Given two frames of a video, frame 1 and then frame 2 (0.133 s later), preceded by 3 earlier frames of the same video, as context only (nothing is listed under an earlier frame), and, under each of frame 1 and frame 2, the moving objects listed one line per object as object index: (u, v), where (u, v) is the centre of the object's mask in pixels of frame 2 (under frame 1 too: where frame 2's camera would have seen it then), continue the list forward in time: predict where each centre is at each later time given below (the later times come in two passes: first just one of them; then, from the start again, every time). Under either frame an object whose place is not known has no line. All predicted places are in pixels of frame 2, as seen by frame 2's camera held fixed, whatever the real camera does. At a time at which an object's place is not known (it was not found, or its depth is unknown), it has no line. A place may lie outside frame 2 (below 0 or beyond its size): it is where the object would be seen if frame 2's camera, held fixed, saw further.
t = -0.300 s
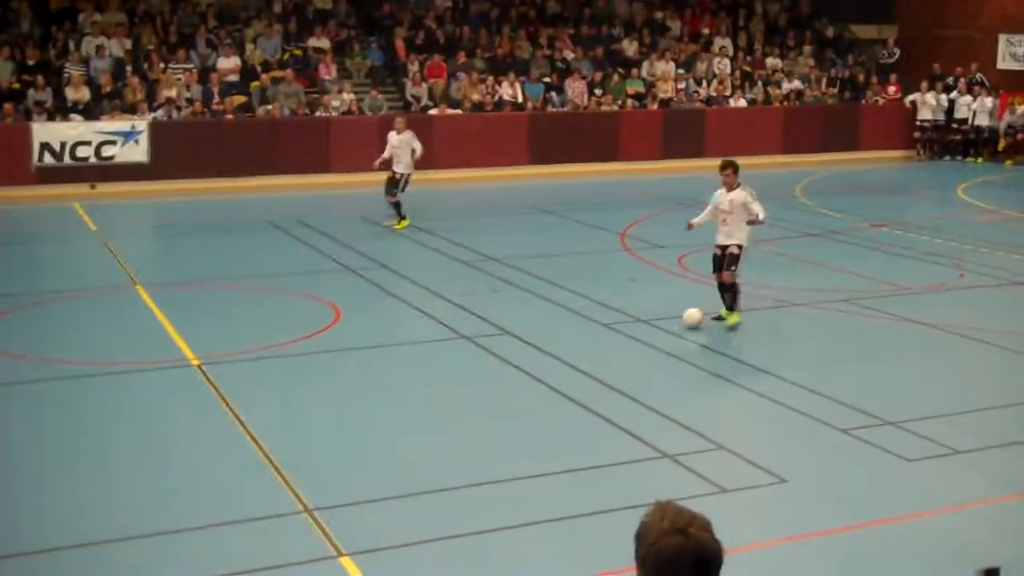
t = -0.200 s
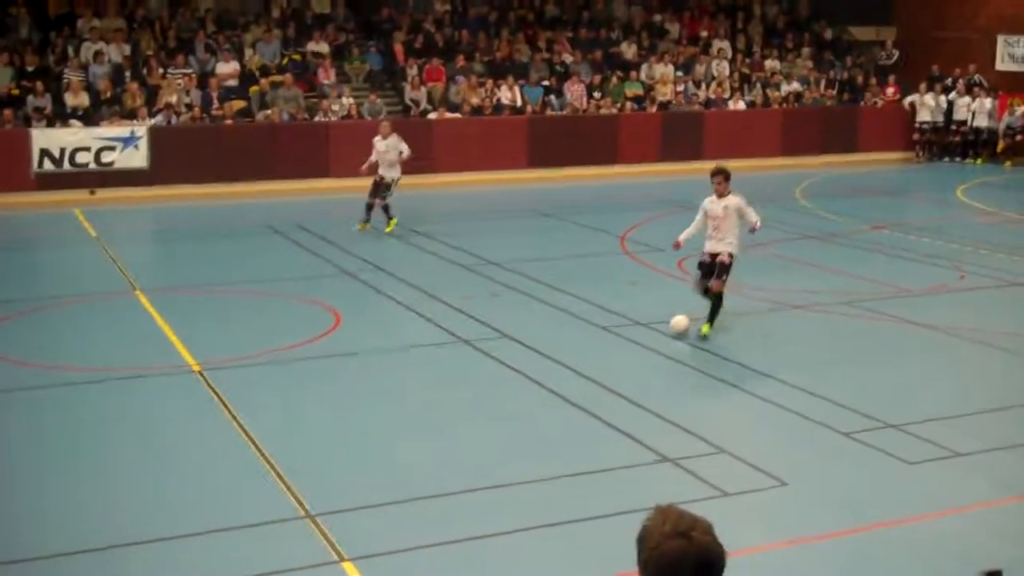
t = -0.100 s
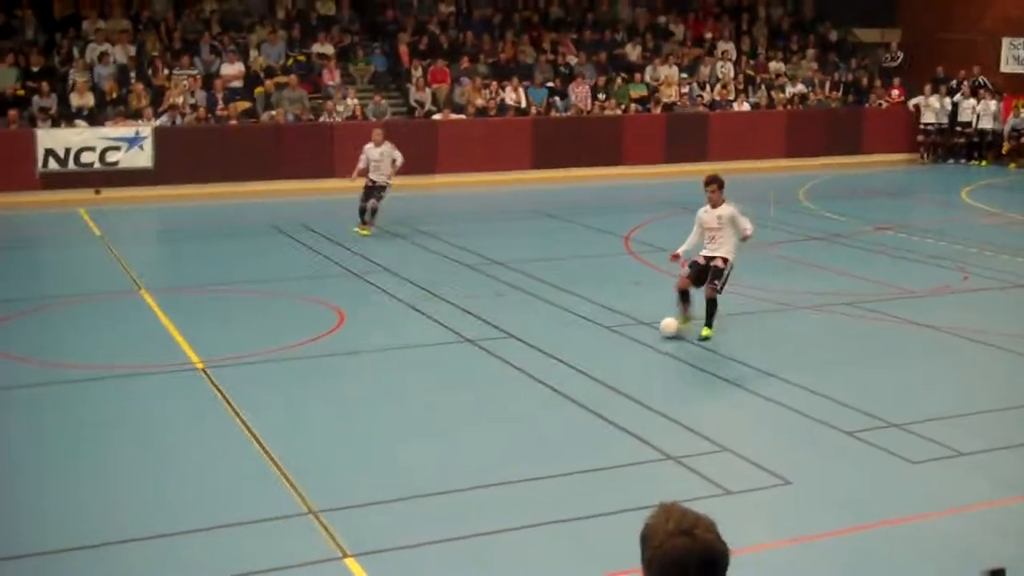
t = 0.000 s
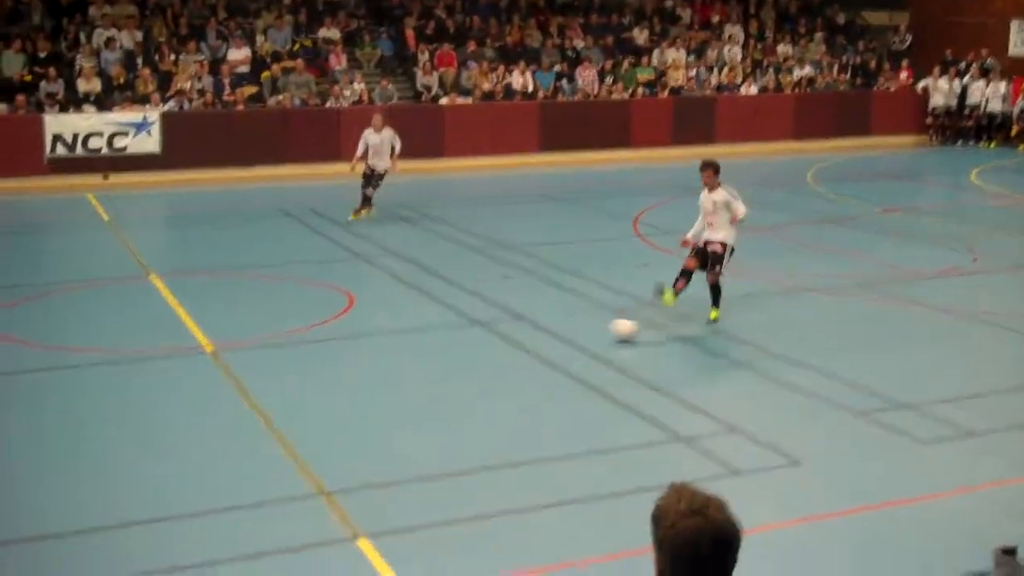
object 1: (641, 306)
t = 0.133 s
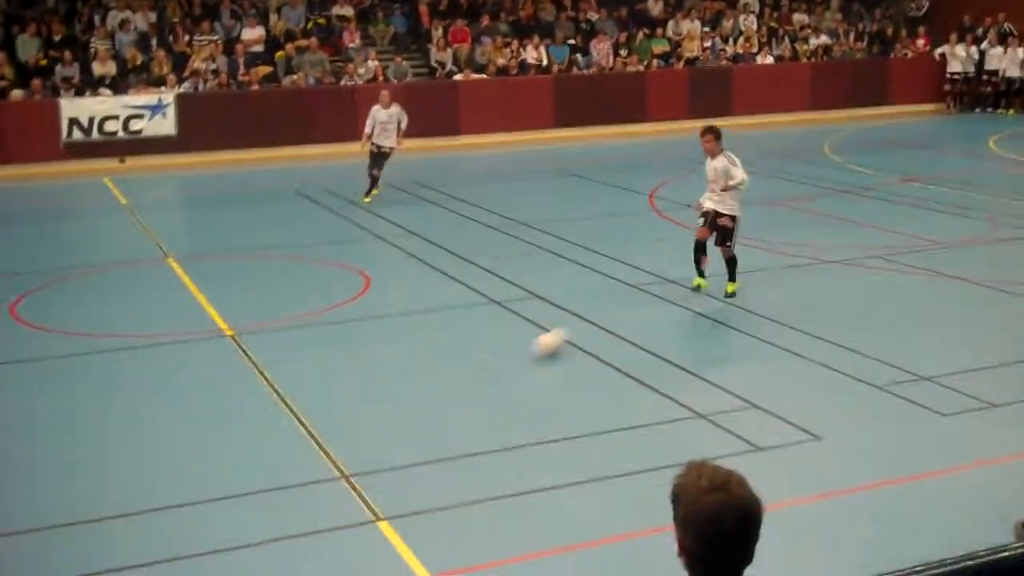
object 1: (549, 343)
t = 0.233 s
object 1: (474, 372)
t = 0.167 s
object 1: (527, 353)
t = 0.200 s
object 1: (500, 362)
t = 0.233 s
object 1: (474, 372)
